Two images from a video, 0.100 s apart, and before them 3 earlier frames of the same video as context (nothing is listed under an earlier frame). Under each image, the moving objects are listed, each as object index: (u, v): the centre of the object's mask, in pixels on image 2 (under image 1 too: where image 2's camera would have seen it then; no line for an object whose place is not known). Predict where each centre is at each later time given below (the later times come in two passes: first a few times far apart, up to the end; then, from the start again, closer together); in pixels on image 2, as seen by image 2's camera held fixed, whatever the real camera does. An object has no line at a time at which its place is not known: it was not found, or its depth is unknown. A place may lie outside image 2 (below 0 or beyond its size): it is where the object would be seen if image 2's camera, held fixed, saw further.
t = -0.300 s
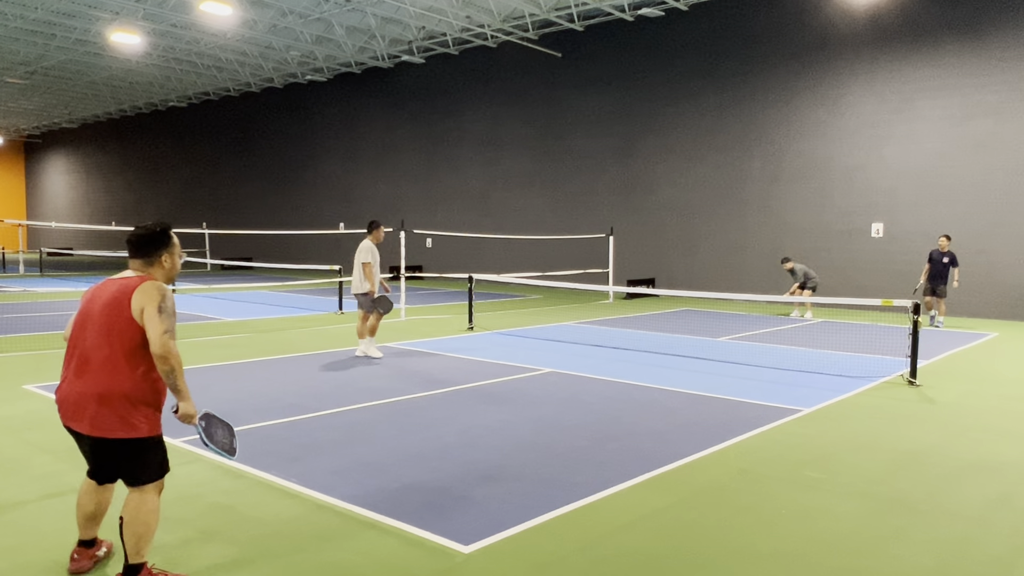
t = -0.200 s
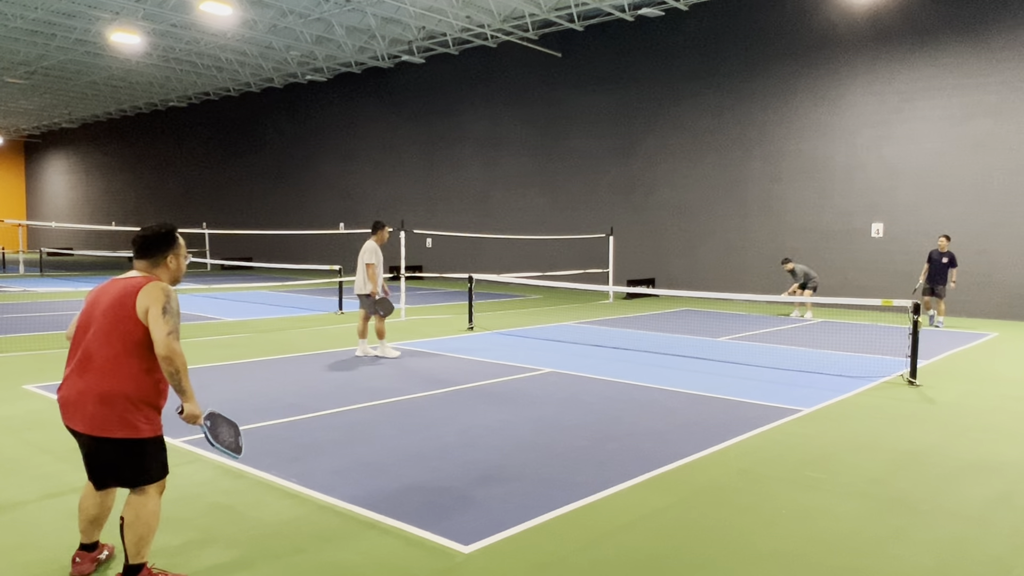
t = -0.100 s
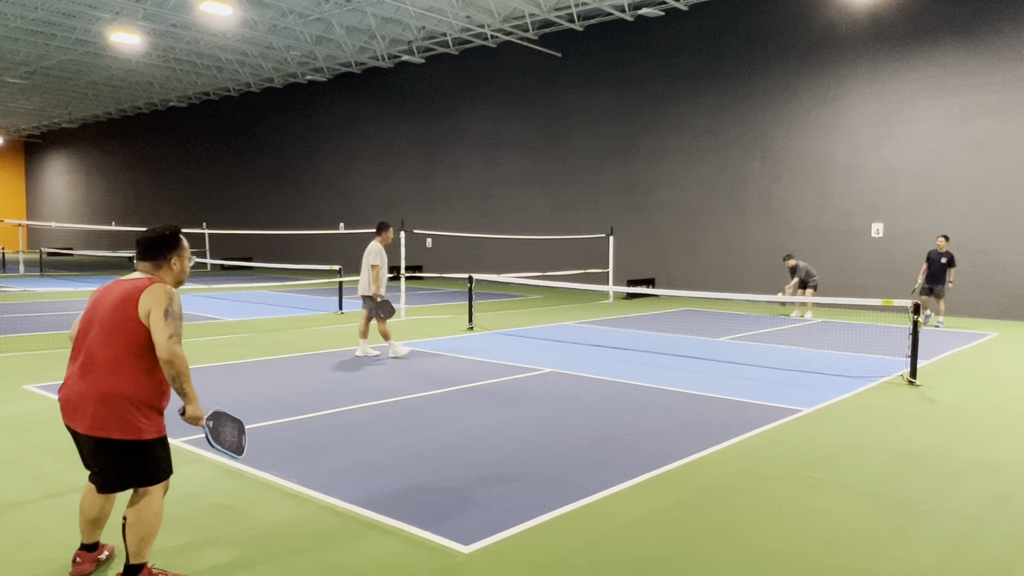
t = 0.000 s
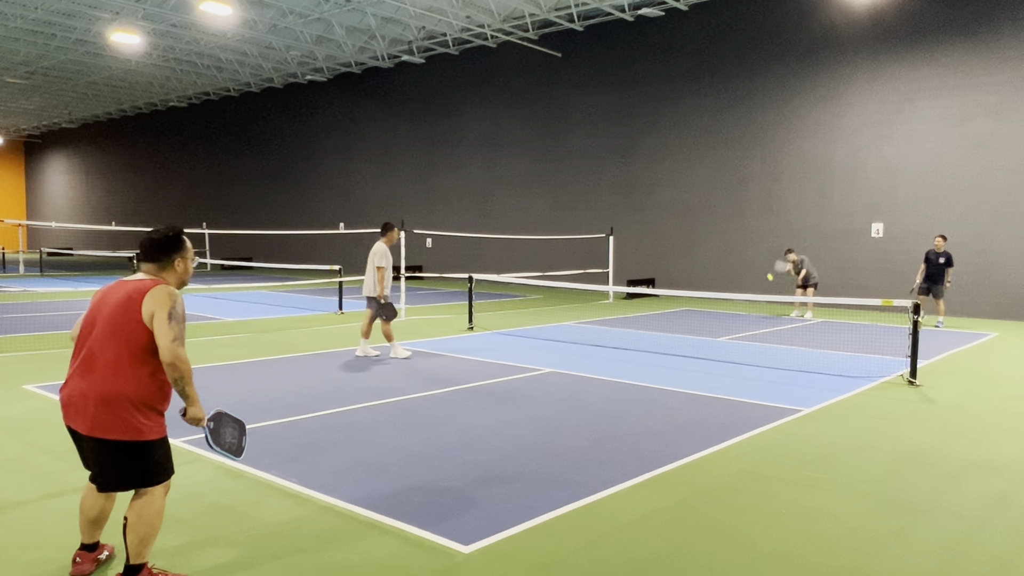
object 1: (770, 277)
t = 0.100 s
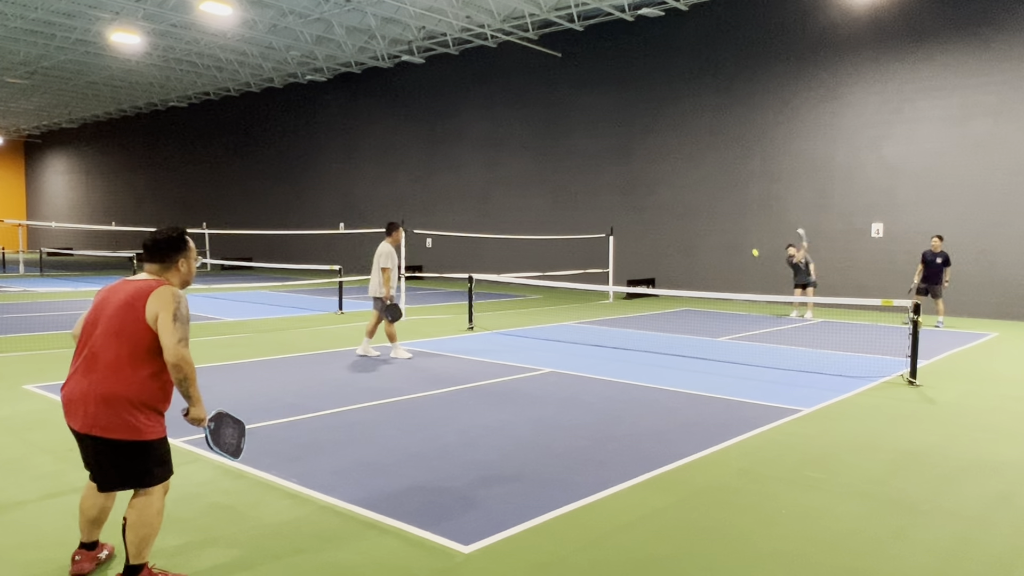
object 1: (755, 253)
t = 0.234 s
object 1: (733, 226)
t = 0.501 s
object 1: (677, 205)
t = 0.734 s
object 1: (610, 236)
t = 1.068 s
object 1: (464, 438)
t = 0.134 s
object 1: (750, 245)
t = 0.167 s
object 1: (744, 238)
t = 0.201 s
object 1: (739, 232)
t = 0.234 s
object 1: (733, 226)
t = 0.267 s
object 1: (727, 221)
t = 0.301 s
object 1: (720, 217)
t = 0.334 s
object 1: (714, 213)
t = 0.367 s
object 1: (707, 209)
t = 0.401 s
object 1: (700, 207)
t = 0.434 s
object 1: (692, 205)
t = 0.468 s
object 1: (685, 204)
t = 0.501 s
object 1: (677, 205)
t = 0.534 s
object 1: (669, 205)
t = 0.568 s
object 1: (660, 207)
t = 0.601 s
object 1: (651, 211)
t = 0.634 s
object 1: (641, 215)
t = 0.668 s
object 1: (631, 221)
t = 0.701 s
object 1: (621, 228)
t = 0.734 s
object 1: (610, 236)
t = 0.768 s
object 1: (599, 246)
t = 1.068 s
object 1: (464, 438)
